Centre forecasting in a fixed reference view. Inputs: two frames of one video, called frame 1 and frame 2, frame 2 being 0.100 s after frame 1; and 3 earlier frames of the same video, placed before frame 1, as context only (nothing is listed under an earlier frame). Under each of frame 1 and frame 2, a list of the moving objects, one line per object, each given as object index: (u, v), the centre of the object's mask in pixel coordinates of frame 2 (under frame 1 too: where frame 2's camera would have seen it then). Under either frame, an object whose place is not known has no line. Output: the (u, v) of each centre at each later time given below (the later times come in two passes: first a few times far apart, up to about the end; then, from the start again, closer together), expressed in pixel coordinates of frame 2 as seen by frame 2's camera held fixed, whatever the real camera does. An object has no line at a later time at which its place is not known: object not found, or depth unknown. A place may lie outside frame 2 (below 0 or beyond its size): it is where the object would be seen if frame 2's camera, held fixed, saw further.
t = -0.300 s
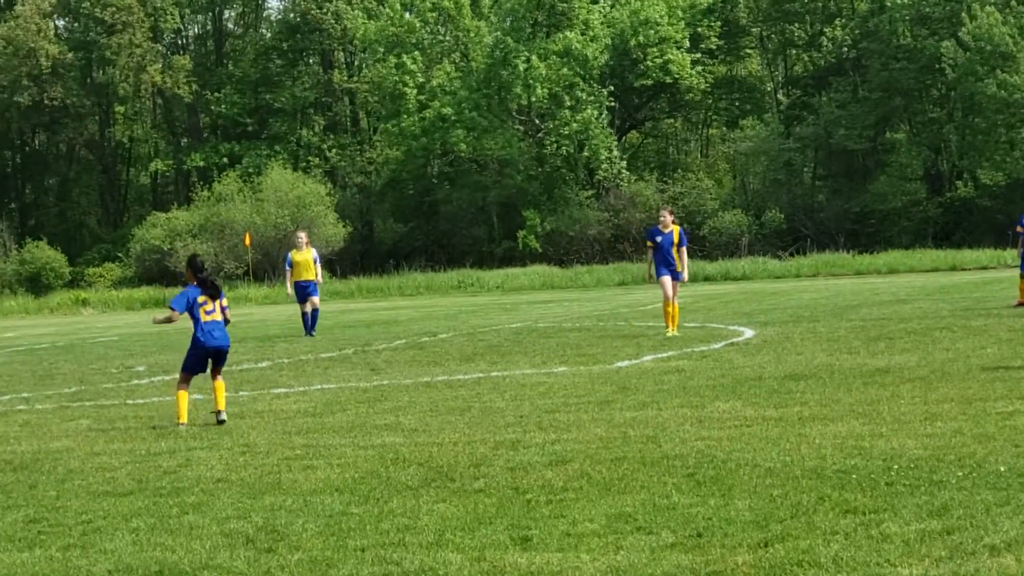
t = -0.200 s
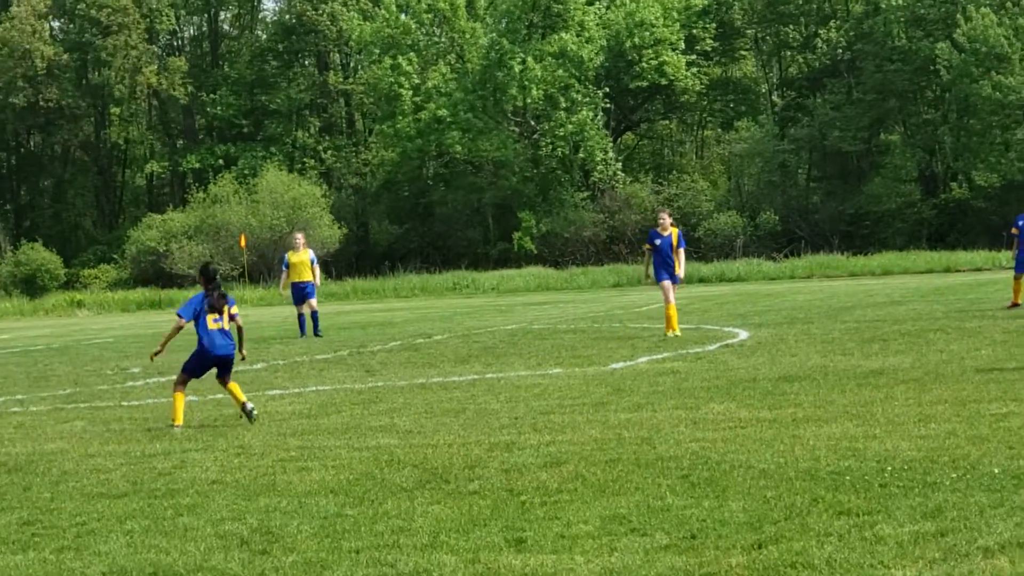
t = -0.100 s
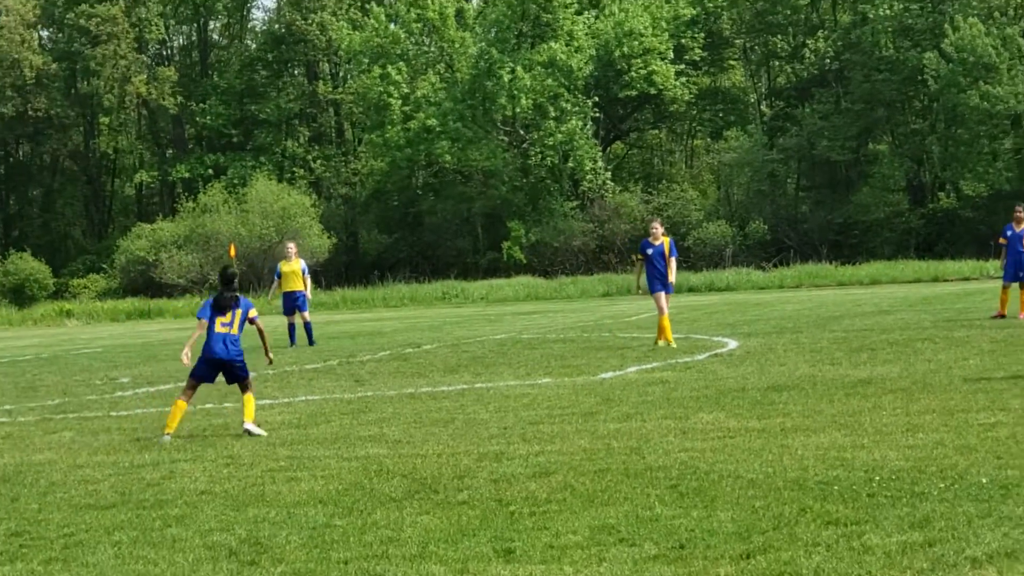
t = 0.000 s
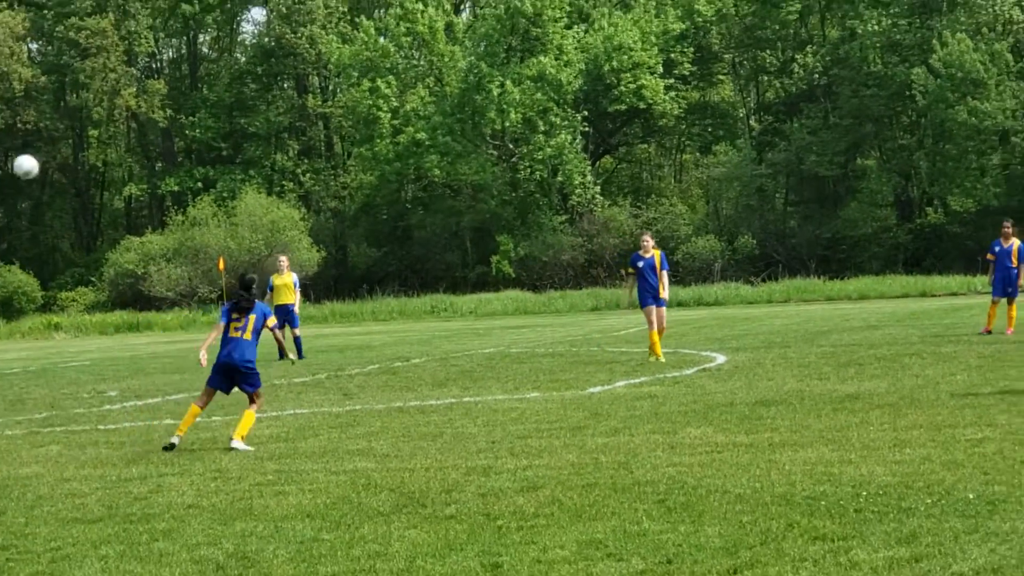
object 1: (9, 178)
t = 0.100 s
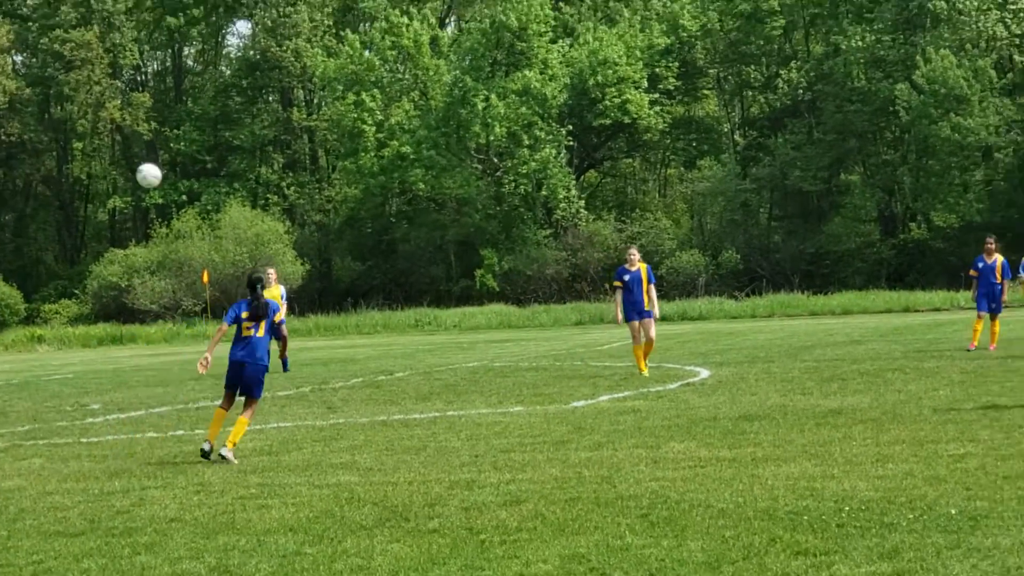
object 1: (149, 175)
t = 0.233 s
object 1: (334, 190)
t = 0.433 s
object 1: (617, 254)
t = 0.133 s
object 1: (195, 177)
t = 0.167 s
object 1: (241, 180)
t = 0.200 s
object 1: (287, 185)
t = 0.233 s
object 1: (334, 190)
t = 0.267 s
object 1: (380, 197)
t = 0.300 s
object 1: (428, 206)
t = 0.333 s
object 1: (475, 216)
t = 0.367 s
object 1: (522, 228)
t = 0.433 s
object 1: (617, 254)
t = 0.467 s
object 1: (666, 270)
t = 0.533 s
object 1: (764, 305)
